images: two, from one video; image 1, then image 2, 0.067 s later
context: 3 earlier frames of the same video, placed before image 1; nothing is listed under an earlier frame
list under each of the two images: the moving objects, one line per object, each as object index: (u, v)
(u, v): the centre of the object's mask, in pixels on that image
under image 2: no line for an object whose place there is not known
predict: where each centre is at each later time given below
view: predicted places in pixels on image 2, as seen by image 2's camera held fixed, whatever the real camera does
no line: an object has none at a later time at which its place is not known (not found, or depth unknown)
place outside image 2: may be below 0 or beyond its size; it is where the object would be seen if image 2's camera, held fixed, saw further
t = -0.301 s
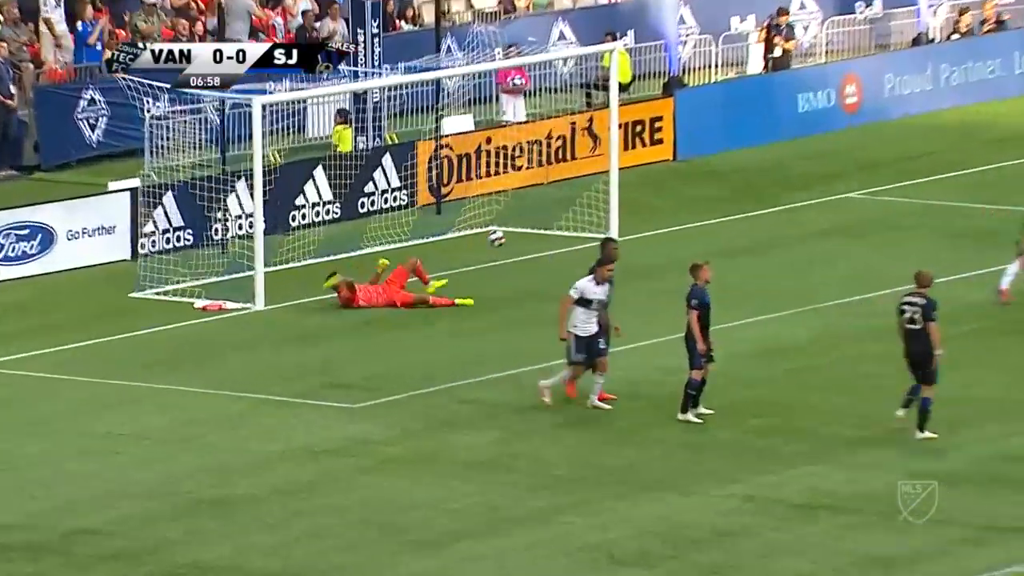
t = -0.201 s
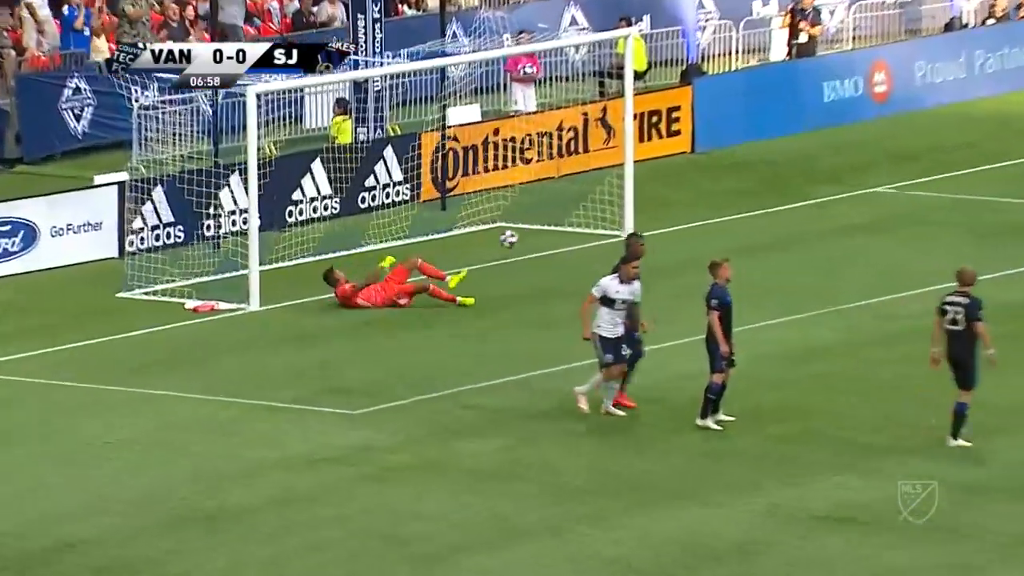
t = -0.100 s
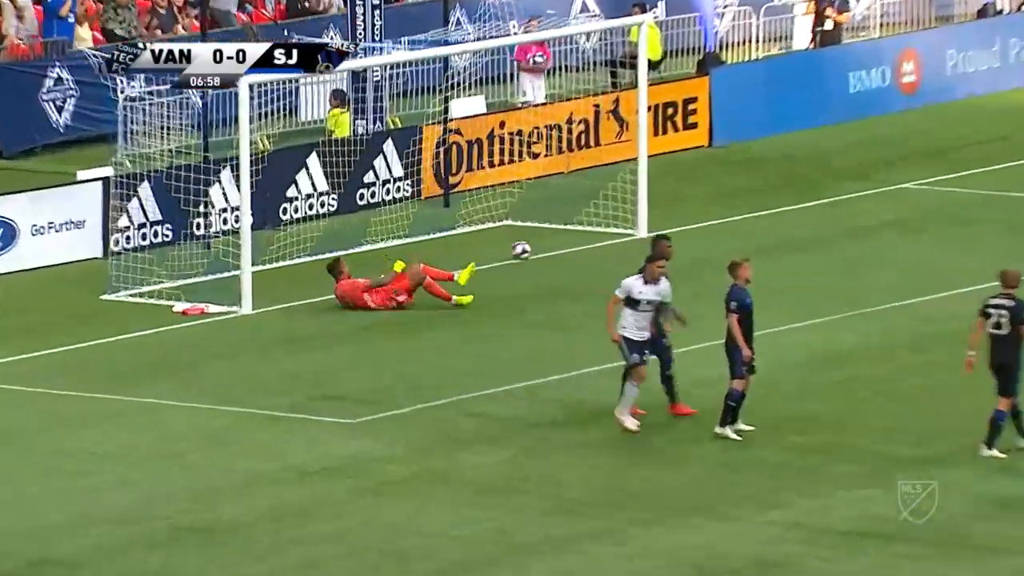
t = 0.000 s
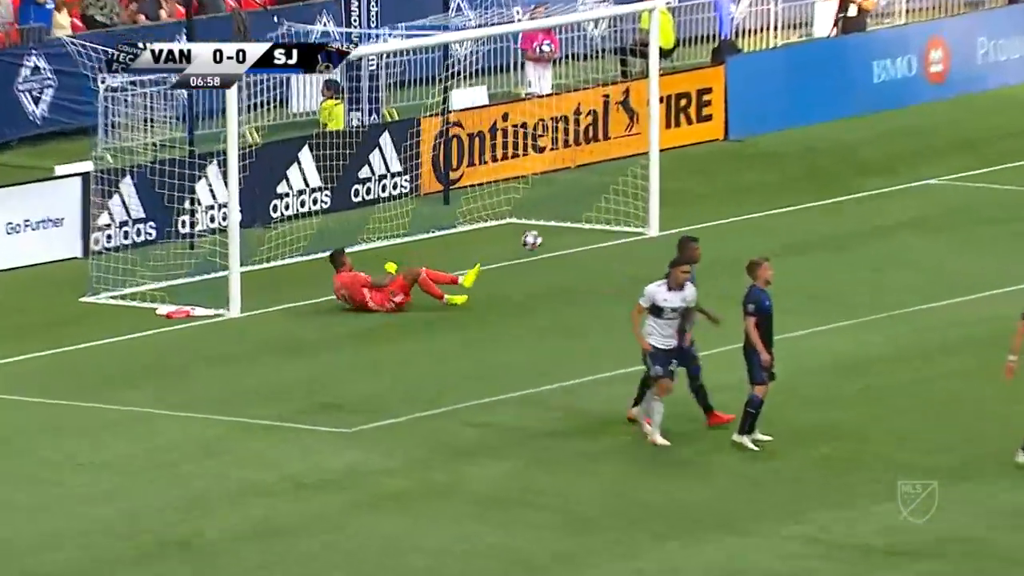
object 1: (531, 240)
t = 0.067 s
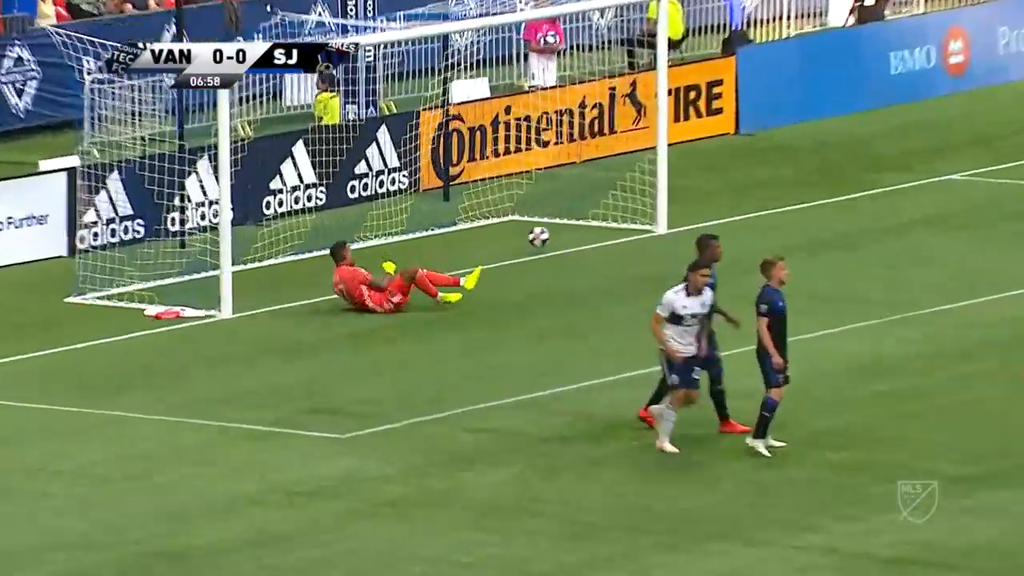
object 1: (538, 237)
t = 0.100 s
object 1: (542, 237)
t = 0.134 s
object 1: (542, 238)
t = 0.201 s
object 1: (546, 242)
